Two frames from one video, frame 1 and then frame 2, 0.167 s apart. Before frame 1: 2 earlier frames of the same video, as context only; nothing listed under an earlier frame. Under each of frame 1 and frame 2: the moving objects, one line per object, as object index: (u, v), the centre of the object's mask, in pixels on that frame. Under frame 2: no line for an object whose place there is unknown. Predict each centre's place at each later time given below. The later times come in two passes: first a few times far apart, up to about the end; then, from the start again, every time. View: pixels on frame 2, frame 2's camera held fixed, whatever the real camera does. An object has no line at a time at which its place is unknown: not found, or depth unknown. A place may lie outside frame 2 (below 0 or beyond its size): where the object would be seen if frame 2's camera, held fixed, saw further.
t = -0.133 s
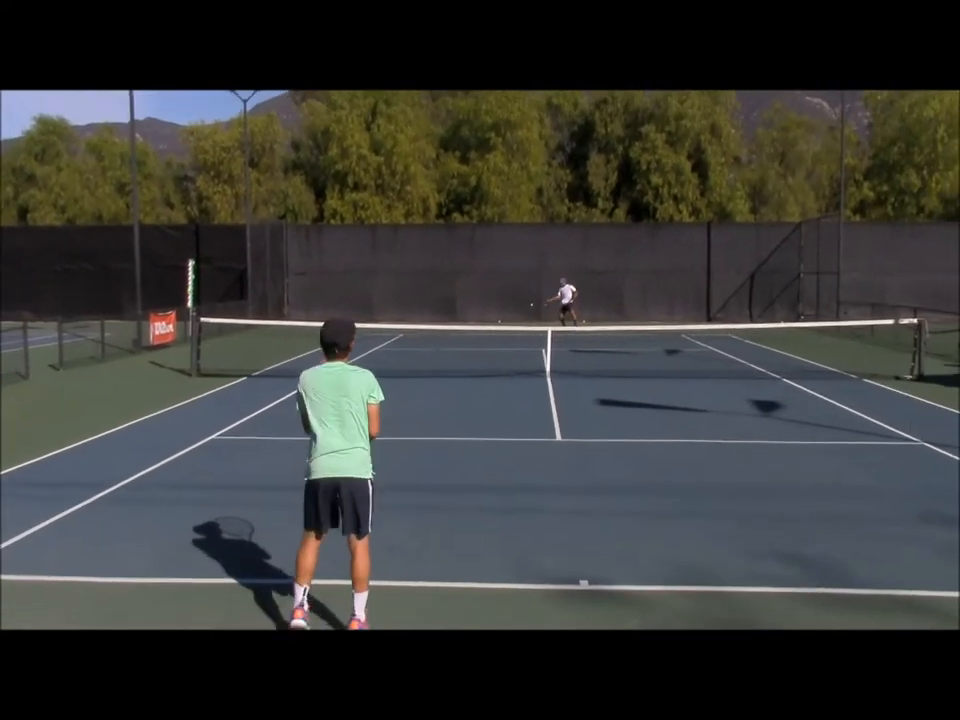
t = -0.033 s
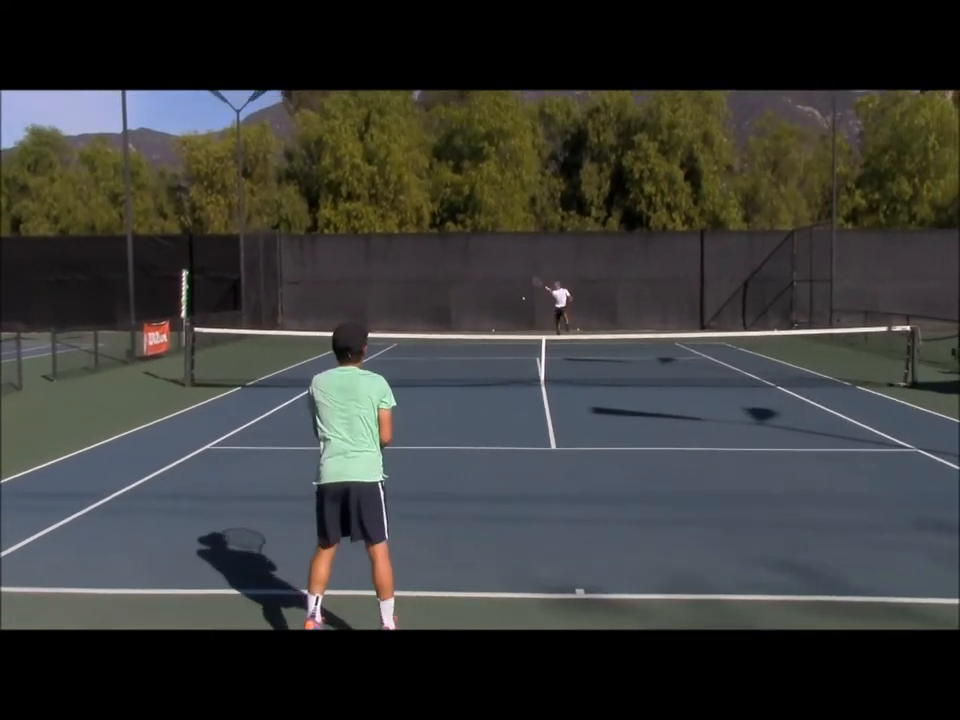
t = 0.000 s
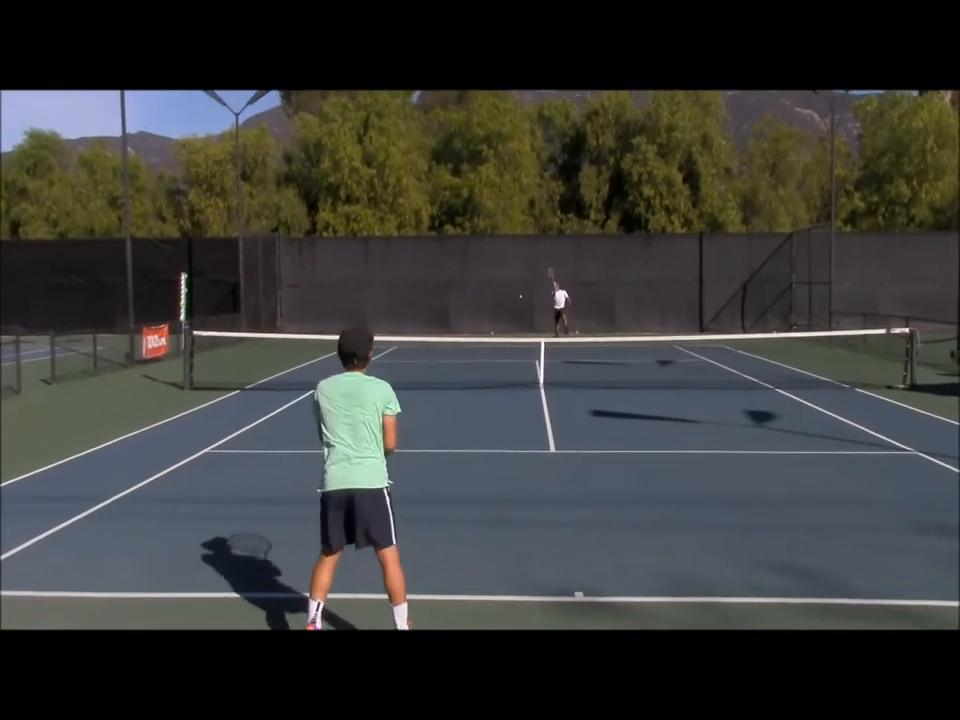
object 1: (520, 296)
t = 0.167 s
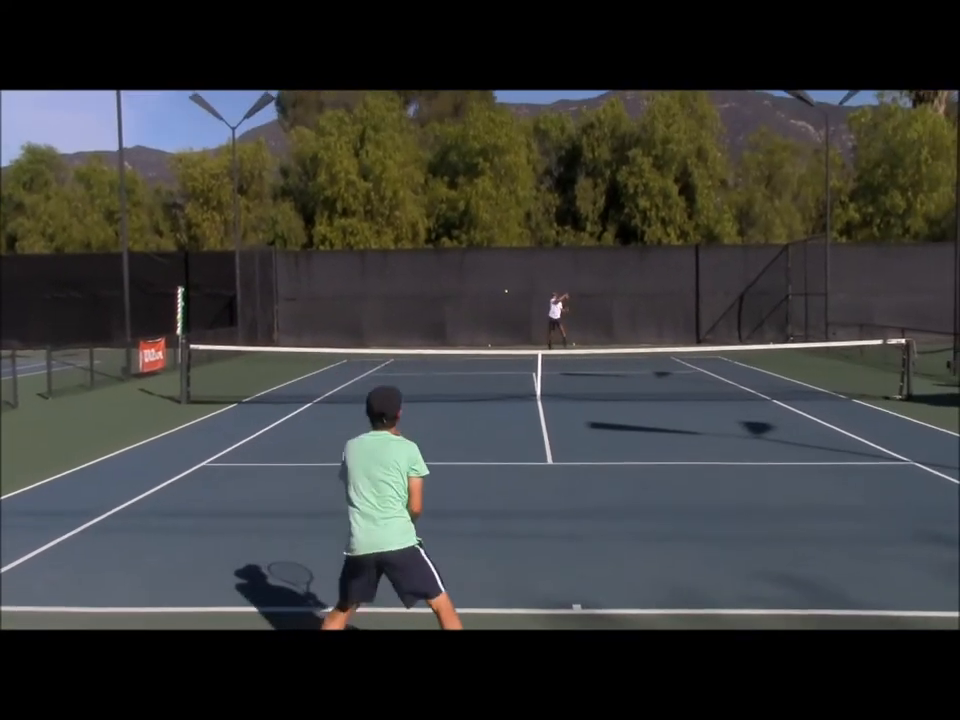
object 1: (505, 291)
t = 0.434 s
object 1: (481, 289)
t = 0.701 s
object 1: (443, 345)
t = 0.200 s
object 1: (503, 289)
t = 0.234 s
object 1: (500, 287)
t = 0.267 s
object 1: (498, 286)
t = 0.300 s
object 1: (495, 285)
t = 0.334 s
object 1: (492, 285)
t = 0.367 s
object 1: (488, 285)
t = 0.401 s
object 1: (485, 286)
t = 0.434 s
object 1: (481, 289)
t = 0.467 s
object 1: (478, 292)
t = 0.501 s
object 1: (474, 296)
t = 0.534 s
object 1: (469, 301)
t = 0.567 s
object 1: (464, 308)
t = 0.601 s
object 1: (460, 315)
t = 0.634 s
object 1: (455, 324)
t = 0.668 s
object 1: (449, 334)
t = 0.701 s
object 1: (443, 345)
